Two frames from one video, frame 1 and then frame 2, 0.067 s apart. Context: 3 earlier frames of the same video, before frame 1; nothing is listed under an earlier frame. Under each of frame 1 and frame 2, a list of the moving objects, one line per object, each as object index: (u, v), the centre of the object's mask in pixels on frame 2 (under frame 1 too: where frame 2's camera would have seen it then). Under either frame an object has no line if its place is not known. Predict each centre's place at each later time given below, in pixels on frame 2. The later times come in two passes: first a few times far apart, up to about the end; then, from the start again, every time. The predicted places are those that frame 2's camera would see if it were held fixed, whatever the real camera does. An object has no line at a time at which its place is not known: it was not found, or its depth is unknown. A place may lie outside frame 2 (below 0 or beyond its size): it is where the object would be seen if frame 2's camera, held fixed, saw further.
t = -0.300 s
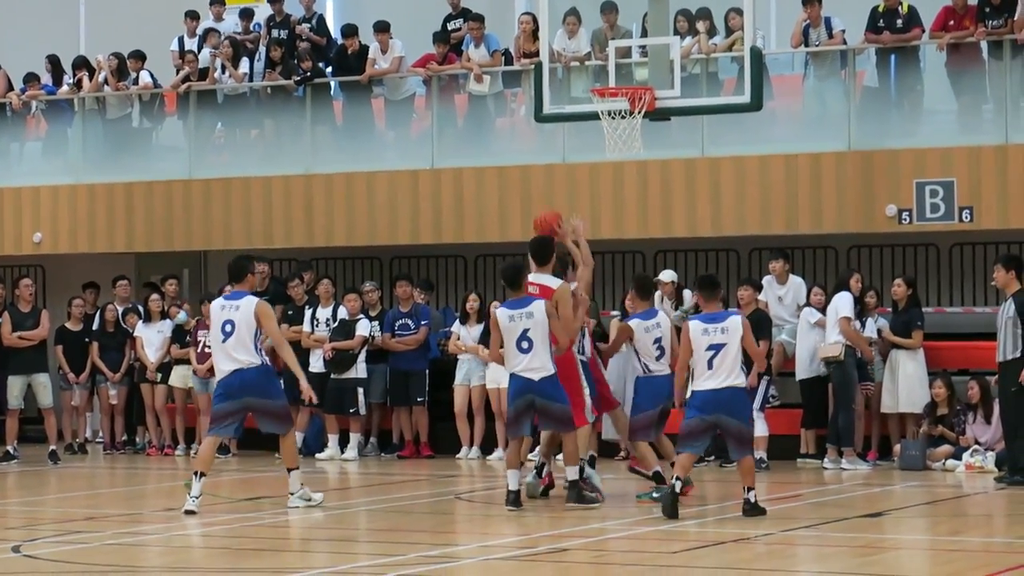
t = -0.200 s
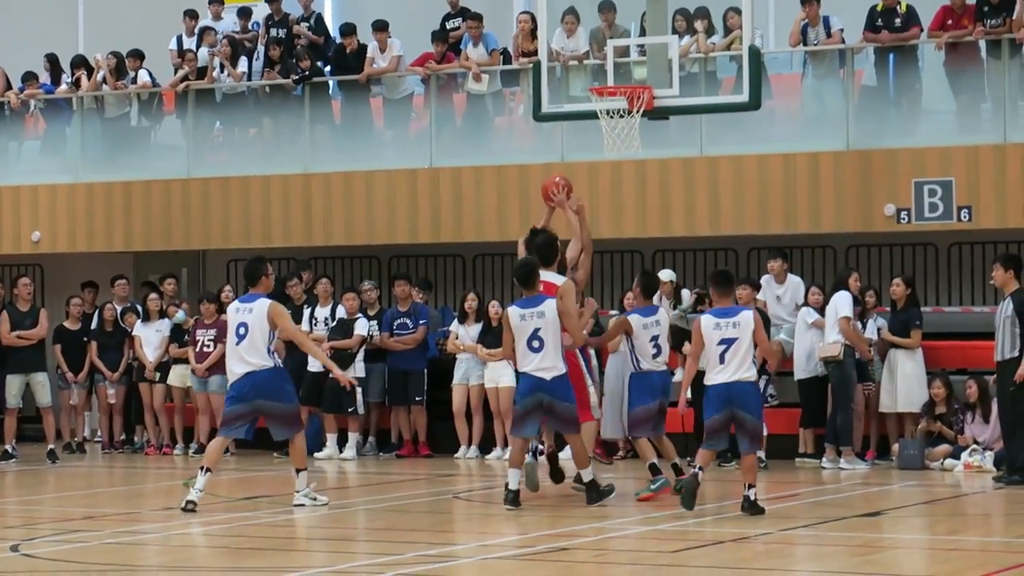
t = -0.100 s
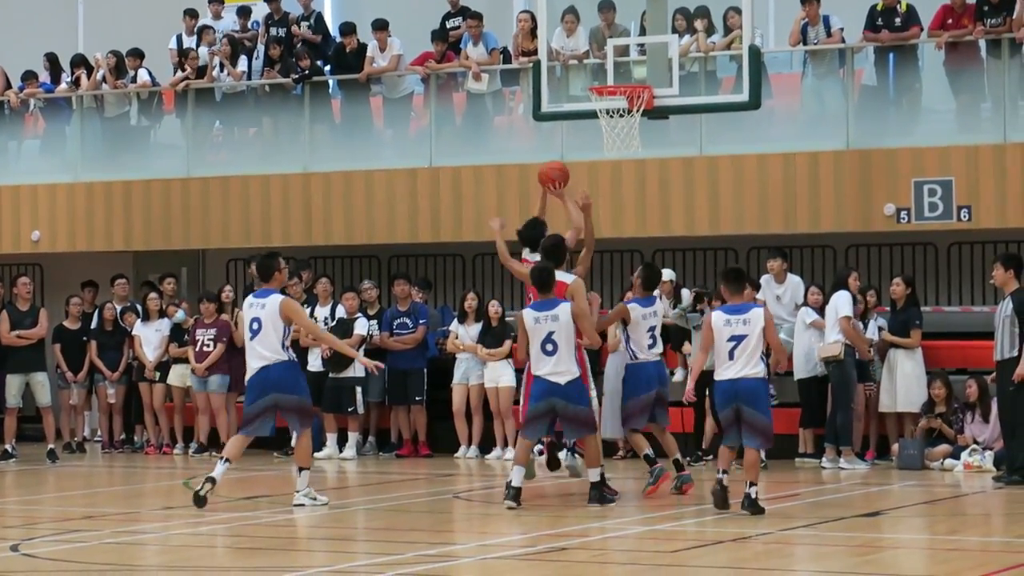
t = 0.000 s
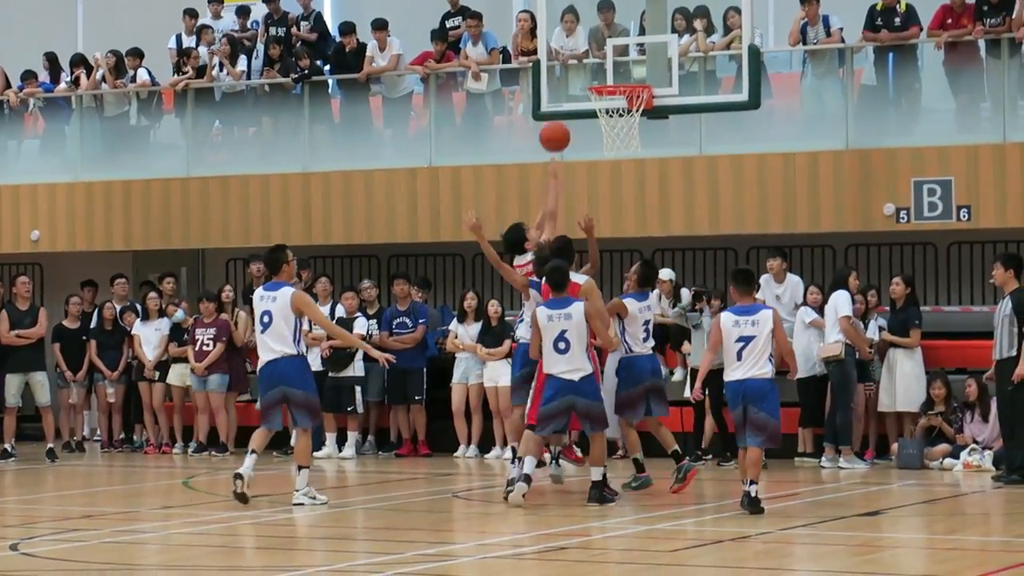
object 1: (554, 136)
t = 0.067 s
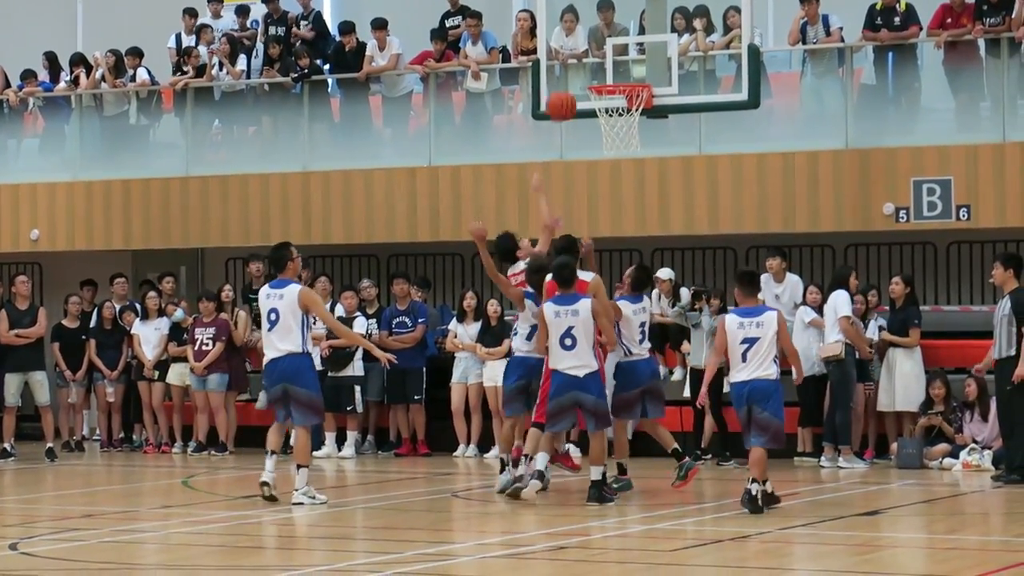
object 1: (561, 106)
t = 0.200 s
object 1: (575, 62)
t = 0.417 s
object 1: (579, 45)
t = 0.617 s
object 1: (564, 87)
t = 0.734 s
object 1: (556, 137)
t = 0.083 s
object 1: (563, 100)
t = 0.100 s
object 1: (565, 92)
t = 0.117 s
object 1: (566, 87)
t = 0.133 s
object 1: (568, 81)
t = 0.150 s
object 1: (569, 75)
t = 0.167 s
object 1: (571, 71)
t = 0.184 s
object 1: (573, 66)
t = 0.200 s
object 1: (575, 62)
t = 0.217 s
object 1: (577, 58)
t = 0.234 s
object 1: (579, 55)
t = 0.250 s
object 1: (580, 51)
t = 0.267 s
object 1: (582, 49)
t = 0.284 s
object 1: (583, 46)
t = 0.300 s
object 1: (585, 44)
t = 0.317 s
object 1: (586, 43)
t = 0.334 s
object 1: (584, 43)
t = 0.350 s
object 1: (584, 43)
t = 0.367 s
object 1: (583, 42)
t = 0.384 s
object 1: (581, 43)
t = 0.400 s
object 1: (580, 44)
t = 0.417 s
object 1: (579, 45)
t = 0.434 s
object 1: (578, 46)
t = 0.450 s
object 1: (577, 49)
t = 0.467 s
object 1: (576, 51)
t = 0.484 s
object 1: (574, 53)
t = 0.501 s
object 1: (573, 56)
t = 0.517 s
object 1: (572, 59)
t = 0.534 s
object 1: (571, 64)
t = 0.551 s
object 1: (570, 67)
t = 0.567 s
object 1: (568, 71)
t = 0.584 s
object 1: (567, 77)
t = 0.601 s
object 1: (566, 82)
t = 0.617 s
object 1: (564, 87)
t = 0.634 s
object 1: (563, 93)
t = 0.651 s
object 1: (562, 100)
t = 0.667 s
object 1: (561, 107)
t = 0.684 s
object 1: (560, 113)
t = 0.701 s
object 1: (559, 120)
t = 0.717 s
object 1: (558, 128)
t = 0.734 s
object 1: (556, 137)
